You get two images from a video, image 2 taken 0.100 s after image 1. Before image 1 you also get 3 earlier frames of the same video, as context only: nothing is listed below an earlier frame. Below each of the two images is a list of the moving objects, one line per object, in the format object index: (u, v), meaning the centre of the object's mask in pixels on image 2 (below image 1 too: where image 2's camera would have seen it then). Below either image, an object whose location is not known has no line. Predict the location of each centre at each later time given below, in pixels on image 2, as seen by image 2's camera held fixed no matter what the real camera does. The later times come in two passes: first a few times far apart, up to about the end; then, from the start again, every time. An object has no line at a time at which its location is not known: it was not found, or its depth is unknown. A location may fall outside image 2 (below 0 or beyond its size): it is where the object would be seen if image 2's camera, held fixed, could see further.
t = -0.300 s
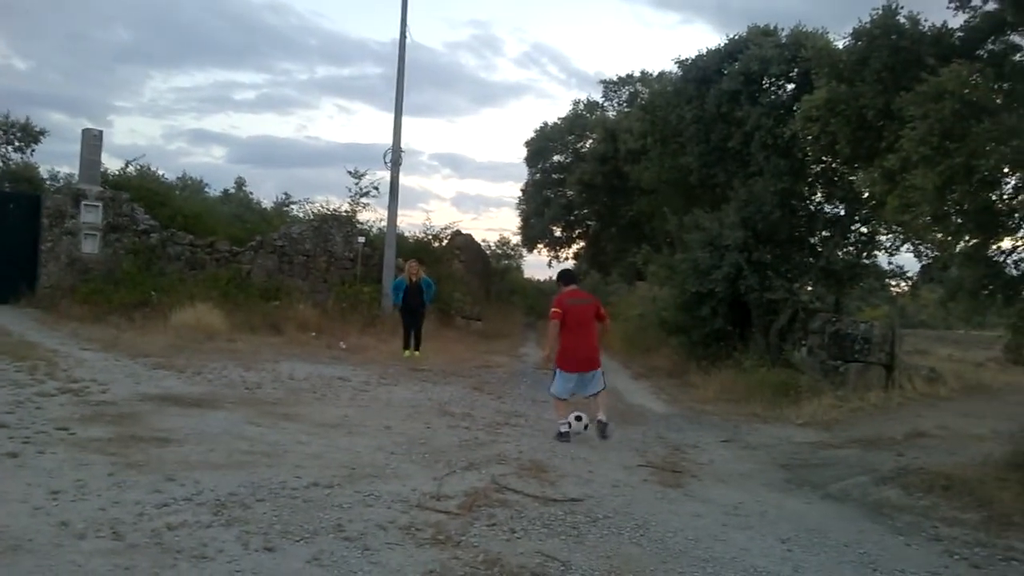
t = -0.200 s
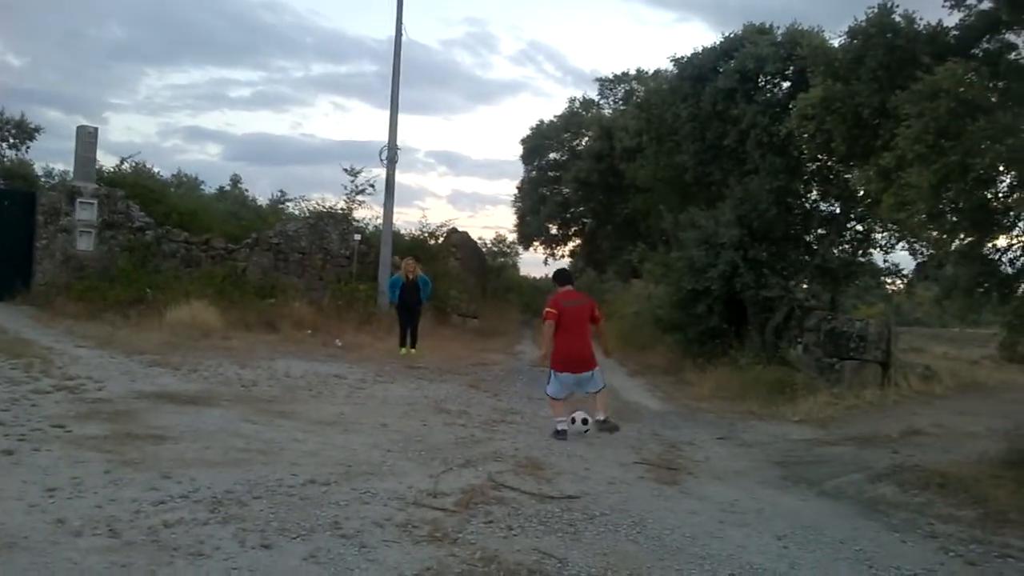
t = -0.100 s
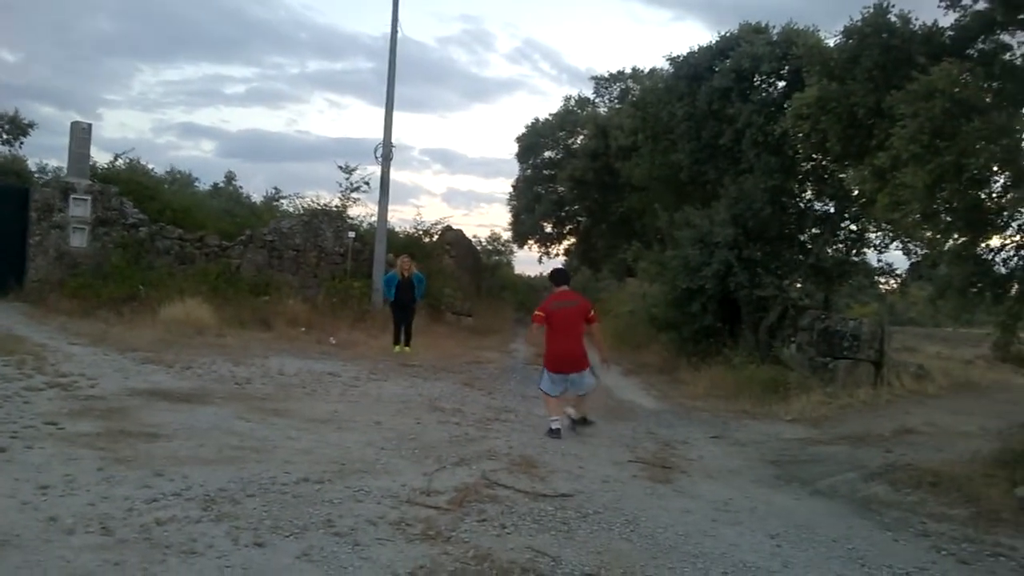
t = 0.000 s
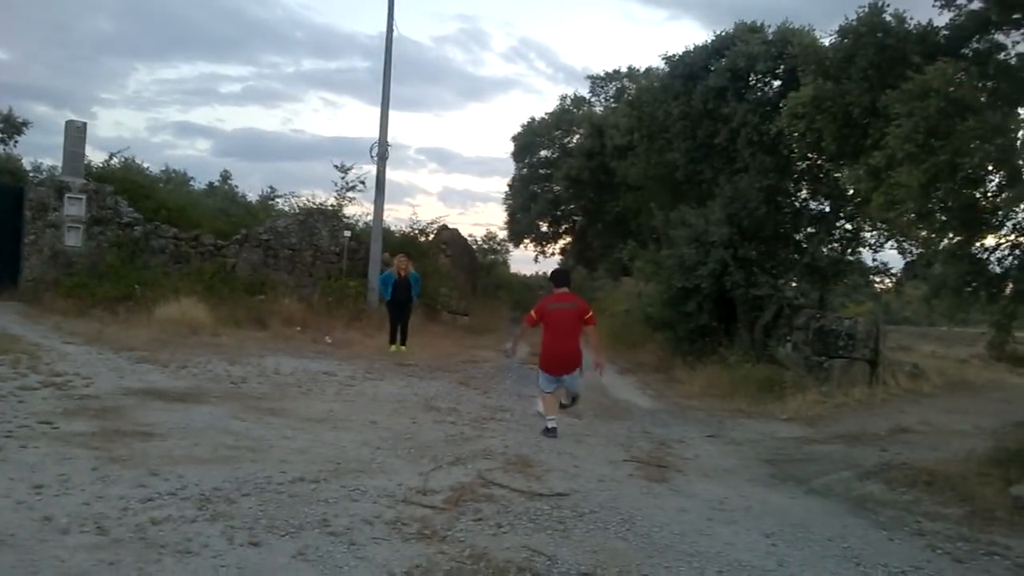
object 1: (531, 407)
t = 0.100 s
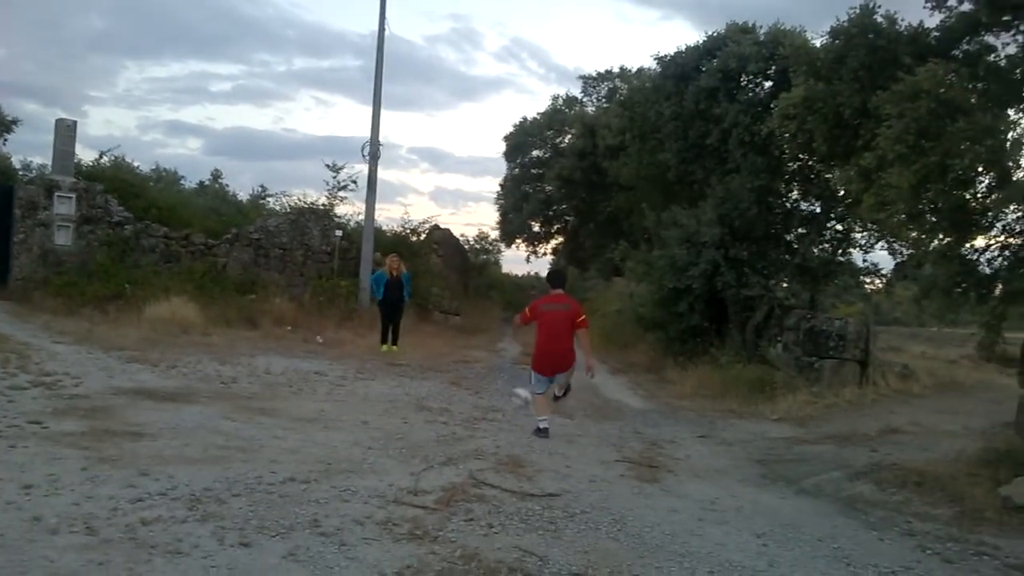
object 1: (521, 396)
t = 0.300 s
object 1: (499, 386)
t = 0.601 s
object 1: (475, 371)
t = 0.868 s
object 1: (458, 365)
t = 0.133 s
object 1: (516, 394)
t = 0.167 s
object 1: (511, 394)
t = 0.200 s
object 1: (508, 392)
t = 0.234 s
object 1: (504, 389)
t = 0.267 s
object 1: (501, 388)
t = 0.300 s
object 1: (499, 386)
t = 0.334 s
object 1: (496, 385)
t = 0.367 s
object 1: (492, 381)
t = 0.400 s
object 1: (489, 380)
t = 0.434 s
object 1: (487, 378)
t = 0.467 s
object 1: (485, 379)
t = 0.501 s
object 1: (483, 378)
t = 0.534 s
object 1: (480, 376)
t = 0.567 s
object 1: (477, 374)
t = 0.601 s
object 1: (475, 371)
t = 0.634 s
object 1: (474, 369)
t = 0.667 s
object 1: (469, 370)
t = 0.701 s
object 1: (469, 370)
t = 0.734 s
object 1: (467, 369)
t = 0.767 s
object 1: (464, 368)
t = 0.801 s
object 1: (462, 365)
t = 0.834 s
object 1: (461, 364)
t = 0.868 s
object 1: (458, 365)
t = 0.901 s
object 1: (458, 364)
